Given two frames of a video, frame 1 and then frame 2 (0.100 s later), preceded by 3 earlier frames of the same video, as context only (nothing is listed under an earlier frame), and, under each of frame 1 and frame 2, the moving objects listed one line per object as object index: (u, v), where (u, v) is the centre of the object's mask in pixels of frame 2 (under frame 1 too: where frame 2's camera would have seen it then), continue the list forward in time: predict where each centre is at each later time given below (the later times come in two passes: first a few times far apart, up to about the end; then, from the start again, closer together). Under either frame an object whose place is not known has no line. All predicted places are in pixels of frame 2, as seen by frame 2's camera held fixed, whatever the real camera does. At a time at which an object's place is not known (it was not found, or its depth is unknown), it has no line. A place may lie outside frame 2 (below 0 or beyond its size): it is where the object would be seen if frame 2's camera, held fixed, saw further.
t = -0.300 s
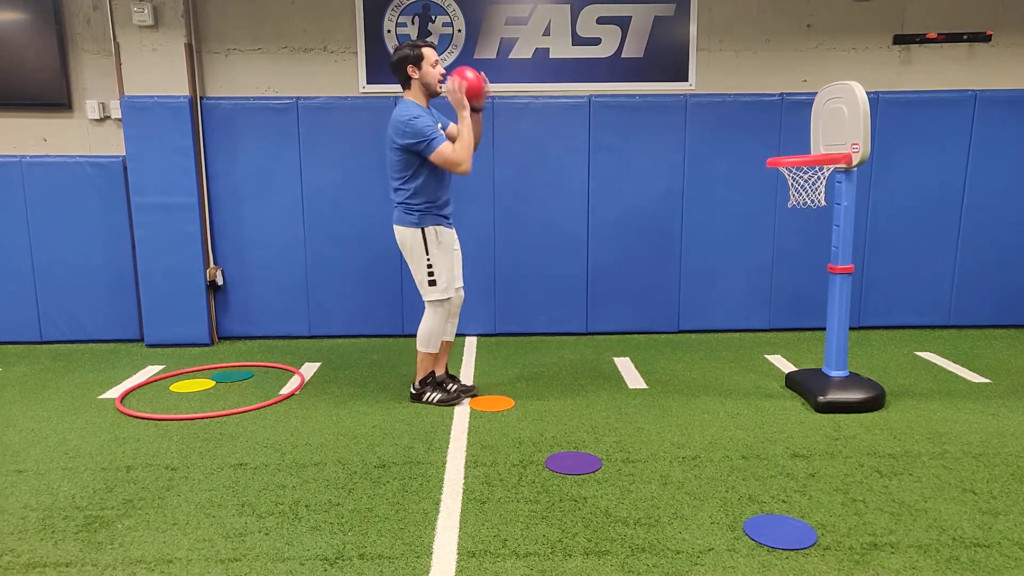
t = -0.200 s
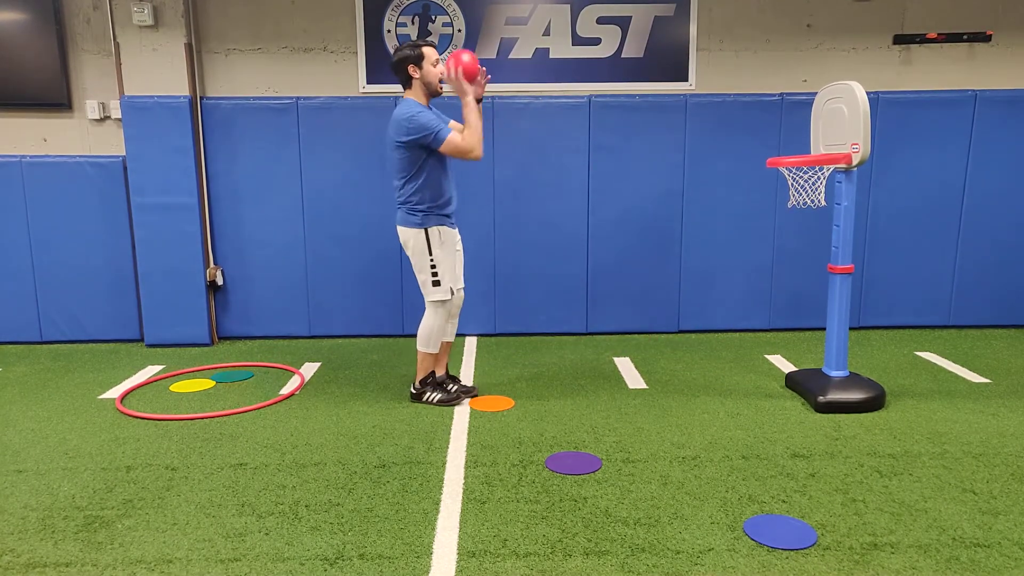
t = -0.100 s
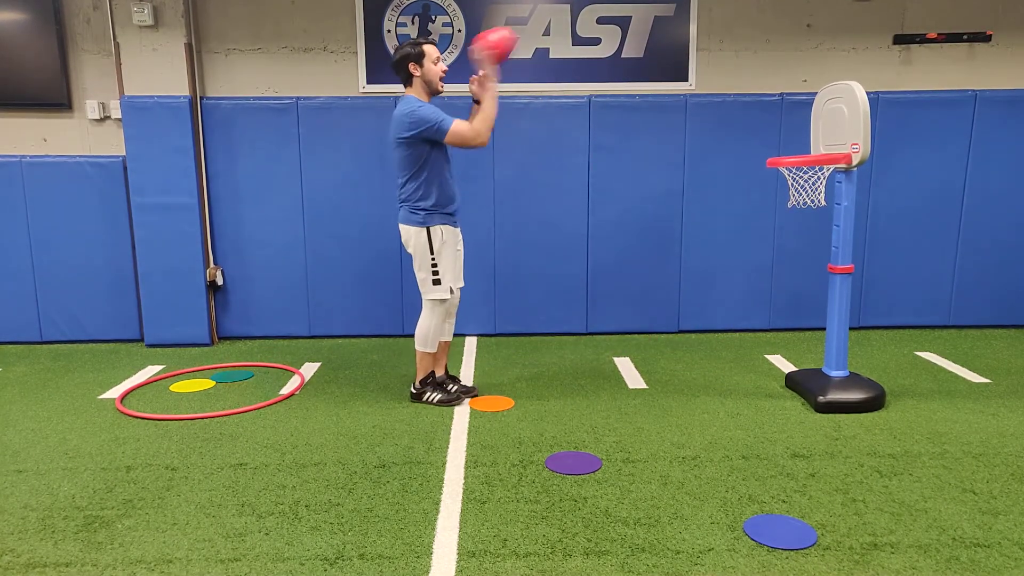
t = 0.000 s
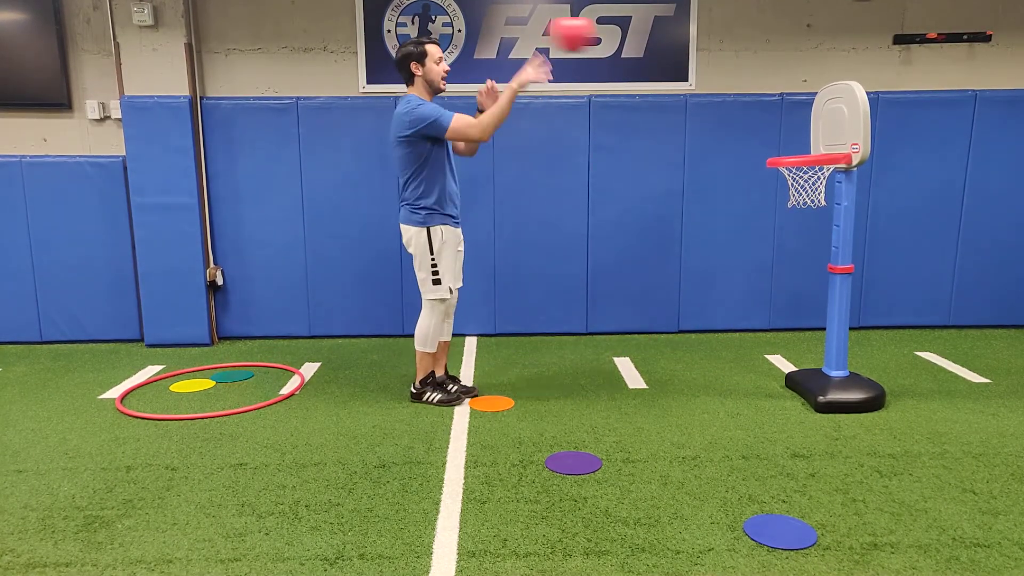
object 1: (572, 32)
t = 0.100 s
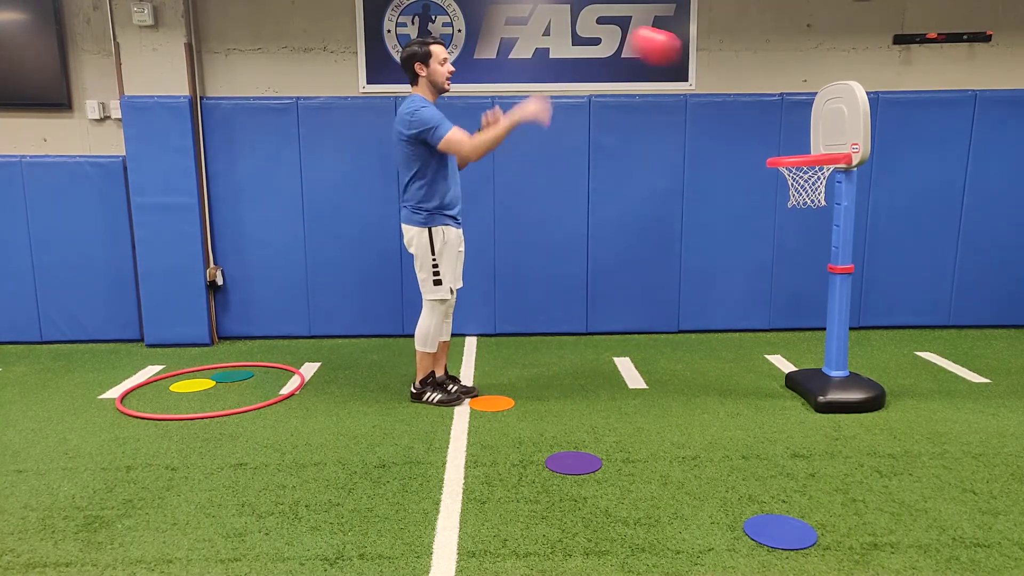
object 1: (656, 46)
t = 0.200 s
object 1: (734, 78)
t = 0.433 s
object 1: (896, 168)
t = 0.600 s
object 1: (1002, 261)
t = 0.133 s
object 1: (679, 53)
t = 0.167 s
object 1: (707, 64)
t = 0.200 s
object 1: (734, 78)
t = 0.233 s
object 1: (763, 97)
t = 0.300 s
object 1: (809, 133)
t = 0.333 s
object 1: (836, 150)
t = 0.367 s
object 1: (859, 153)
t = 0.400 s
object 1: (879, 159)
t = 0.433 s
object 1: (896, 168)
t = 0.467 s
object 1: (916, 179)
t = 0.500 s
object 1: (938, 195)
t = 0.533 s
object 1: (961, 214)
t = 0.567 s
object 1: (984, 236)
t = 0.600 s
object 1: (1002, 261)
